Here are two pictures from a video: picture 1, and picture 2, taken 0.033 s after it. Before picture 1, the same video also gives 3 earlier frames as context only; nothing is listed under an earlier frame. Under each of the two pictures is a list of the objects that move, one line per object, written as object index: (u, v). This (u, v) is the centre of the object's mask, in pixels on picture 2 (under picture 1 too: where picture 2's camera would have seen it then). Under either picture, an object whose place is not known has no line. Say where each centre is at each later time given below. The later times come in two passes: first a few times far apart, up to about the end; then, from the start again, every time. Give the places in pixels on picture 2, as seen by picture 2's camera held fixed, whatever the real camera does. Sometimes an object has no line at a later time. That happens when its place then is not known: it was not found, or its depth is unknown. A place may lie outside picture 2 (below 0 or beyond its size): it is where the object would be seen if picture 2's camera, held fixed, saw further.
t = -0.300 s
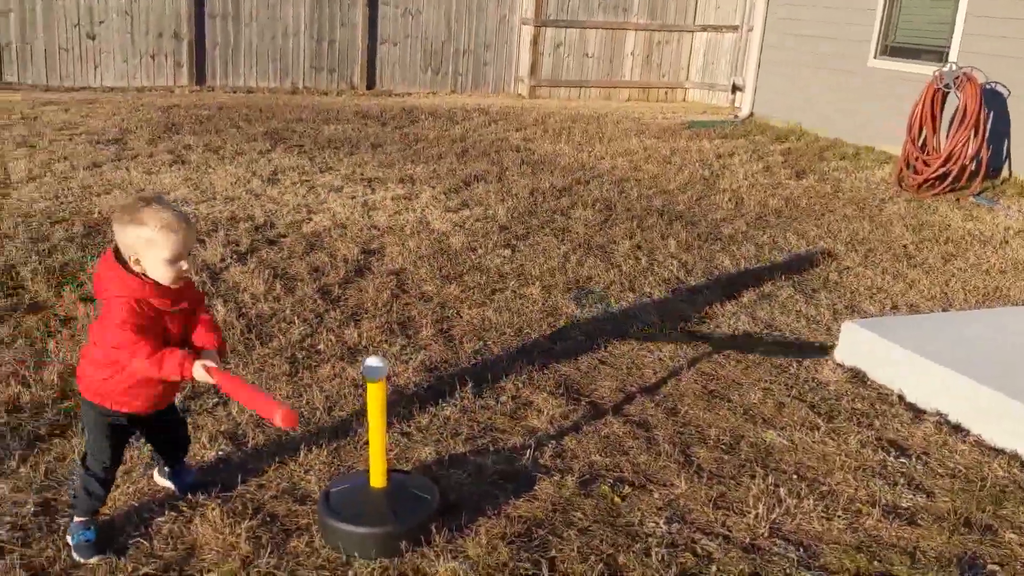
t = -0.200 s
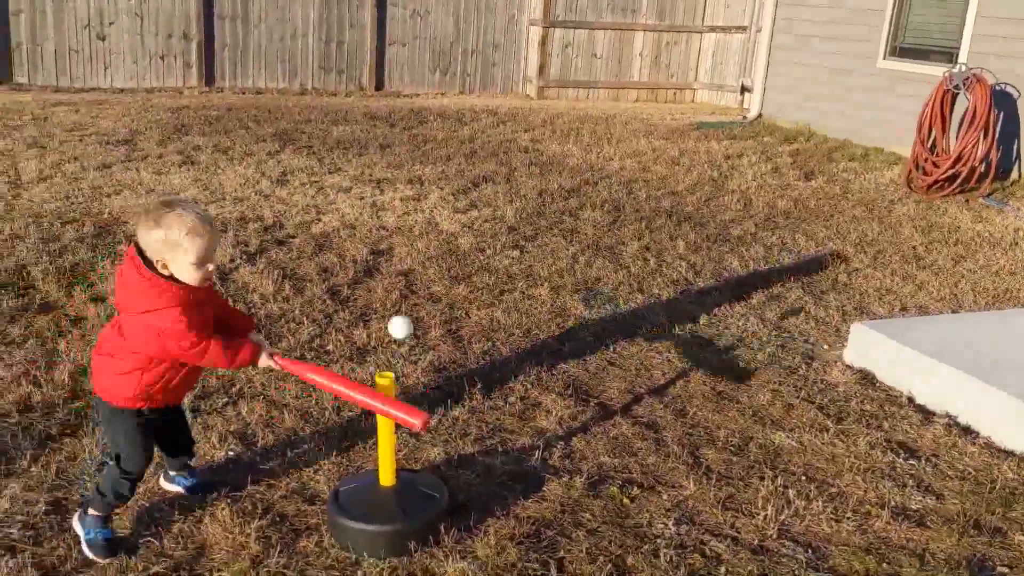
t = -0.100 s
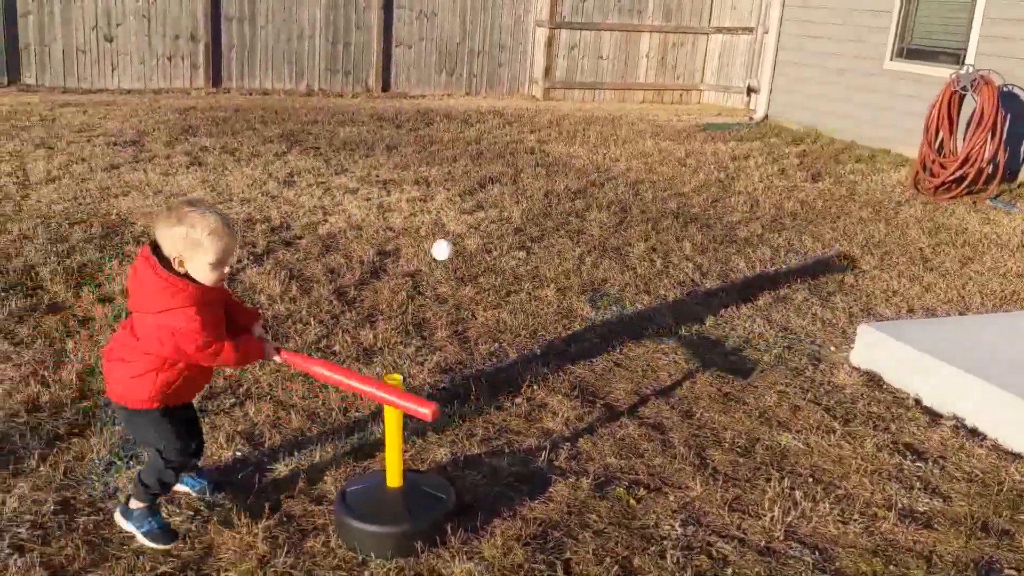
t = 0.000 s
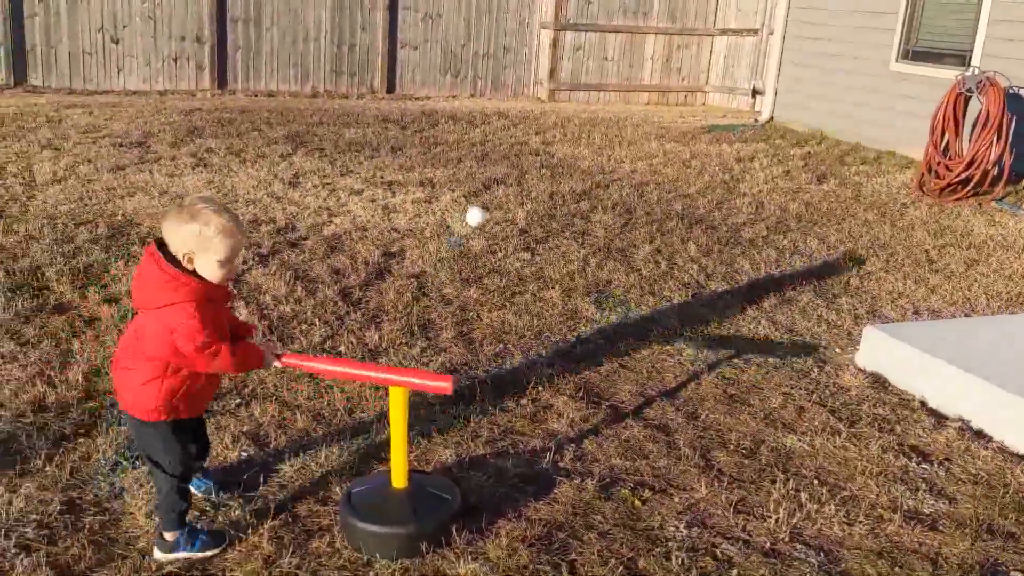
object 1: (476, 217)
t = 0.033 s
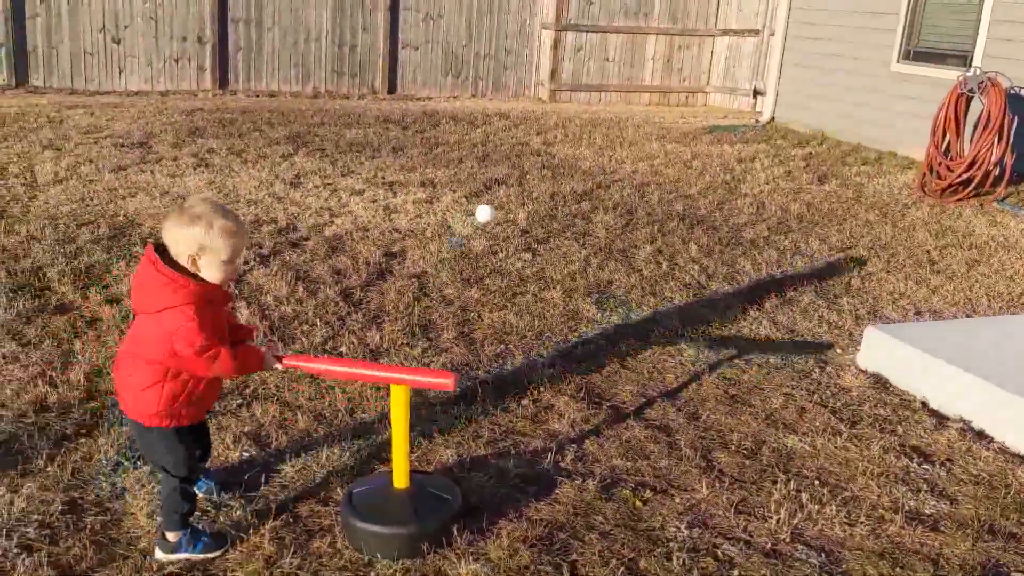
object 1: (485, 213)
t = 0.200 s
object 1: (514, 239)
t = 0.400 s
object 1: (533, 276)
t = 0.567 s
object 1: (544, 264)
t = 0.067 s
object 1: (492, 213)
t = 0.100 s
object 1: (498, 216)
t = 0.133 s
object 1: (503, 221)
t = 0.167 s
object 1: (509, 229)
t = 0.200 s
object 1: (514, 239)
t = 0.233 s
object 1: (518, 252)
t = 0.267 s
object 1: (522, 265)
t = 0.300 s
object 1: (525, 280)
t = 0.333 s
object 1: (528, 296)
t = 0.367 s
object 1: (530, 285)
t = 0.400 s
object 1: (533, 276)
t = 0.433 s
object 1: (536, 269)
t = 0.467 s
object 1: (538, 265)
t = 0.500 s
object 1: (540, 263)
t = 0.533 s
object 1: (542, 263)
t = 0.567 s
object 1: (544, 264)
